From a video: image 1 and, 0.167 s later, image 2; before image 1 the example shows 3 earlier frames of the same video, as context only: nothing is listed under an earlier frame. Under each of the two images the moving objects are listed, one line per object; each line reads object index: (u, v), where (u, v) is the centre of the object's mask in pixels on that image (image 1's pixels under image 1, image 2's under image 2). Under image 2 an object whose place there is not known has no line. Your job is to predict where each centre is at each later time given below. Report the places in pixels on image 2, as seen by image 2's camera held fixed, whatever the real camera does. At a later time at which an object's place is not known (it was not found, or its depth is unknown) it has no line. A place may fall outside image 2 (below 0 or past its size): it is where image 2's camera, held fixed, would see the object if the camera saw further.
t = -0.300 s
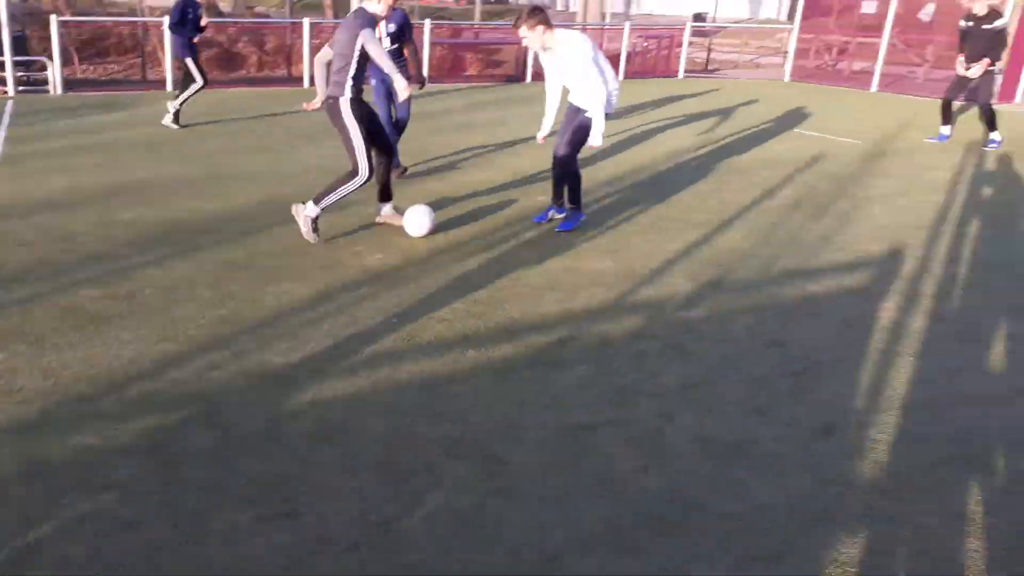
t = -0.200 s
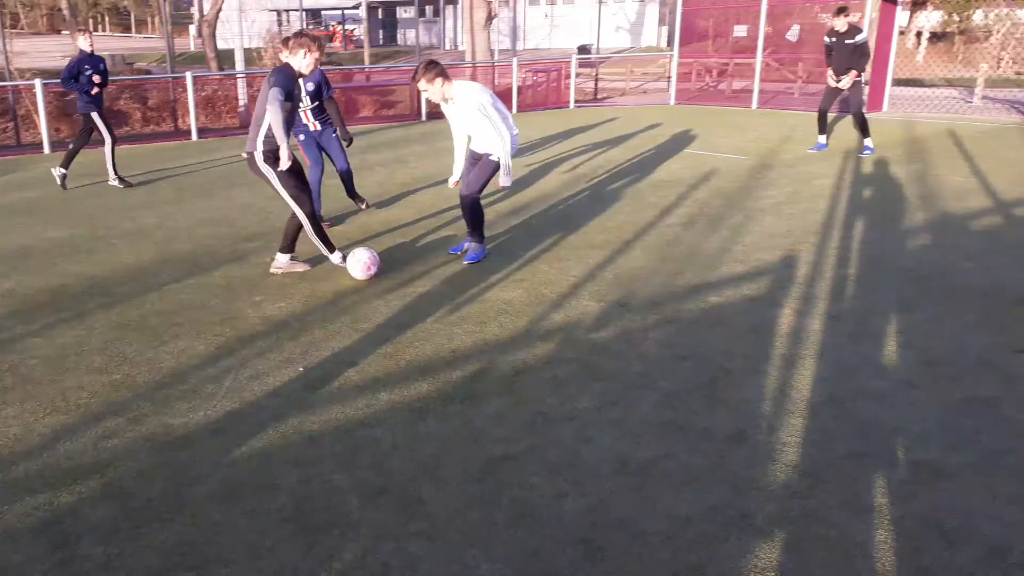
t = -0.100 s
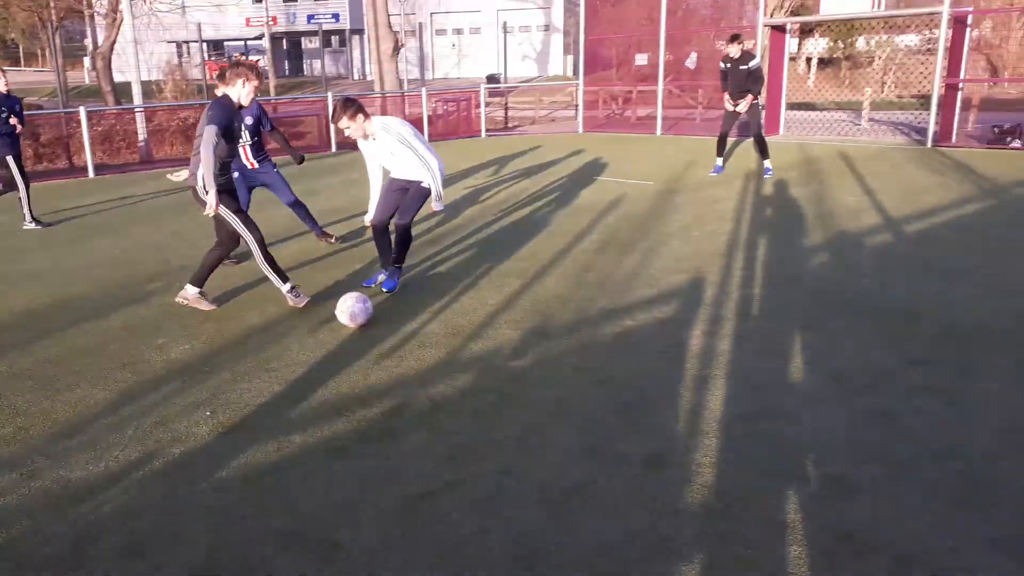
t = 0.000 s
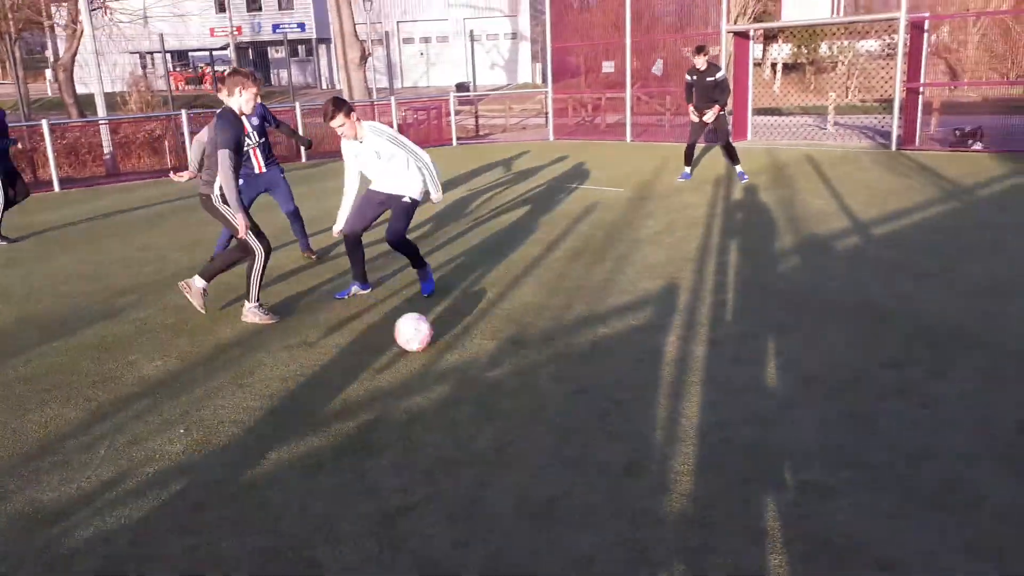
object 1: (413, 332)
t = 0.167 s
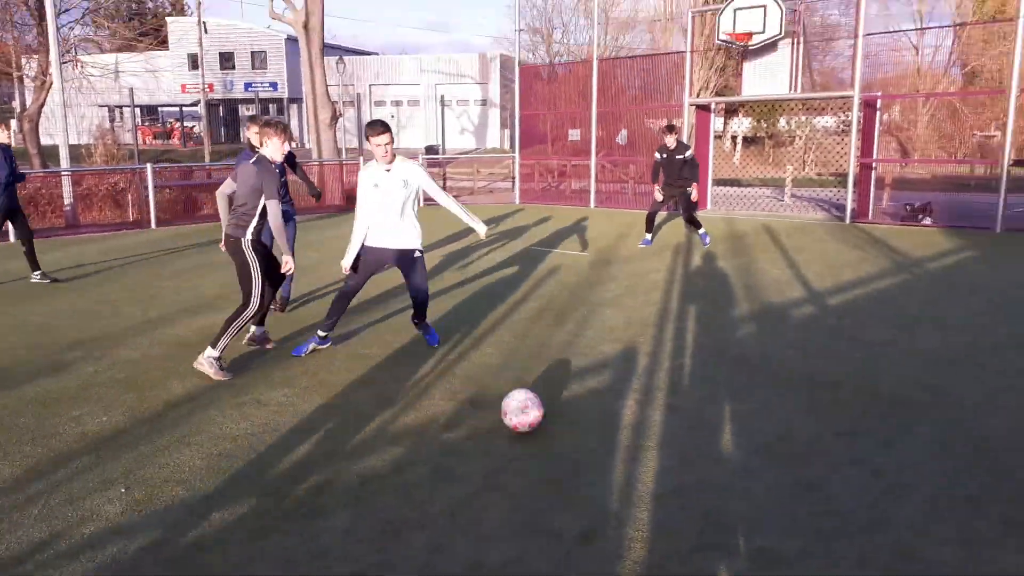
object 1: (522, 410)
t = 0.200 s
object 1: (553, 414)
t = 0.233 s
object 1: (584, 420)
